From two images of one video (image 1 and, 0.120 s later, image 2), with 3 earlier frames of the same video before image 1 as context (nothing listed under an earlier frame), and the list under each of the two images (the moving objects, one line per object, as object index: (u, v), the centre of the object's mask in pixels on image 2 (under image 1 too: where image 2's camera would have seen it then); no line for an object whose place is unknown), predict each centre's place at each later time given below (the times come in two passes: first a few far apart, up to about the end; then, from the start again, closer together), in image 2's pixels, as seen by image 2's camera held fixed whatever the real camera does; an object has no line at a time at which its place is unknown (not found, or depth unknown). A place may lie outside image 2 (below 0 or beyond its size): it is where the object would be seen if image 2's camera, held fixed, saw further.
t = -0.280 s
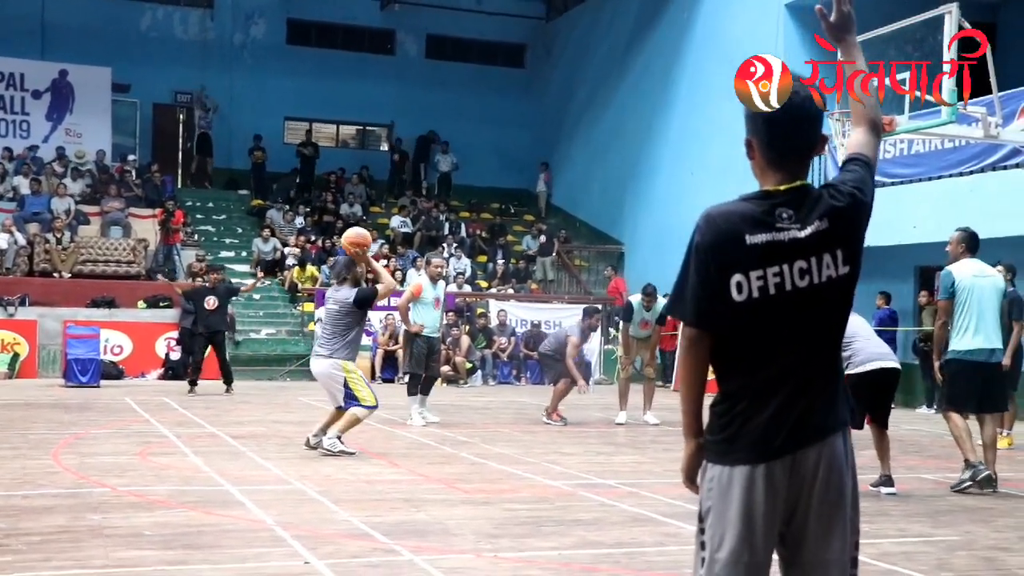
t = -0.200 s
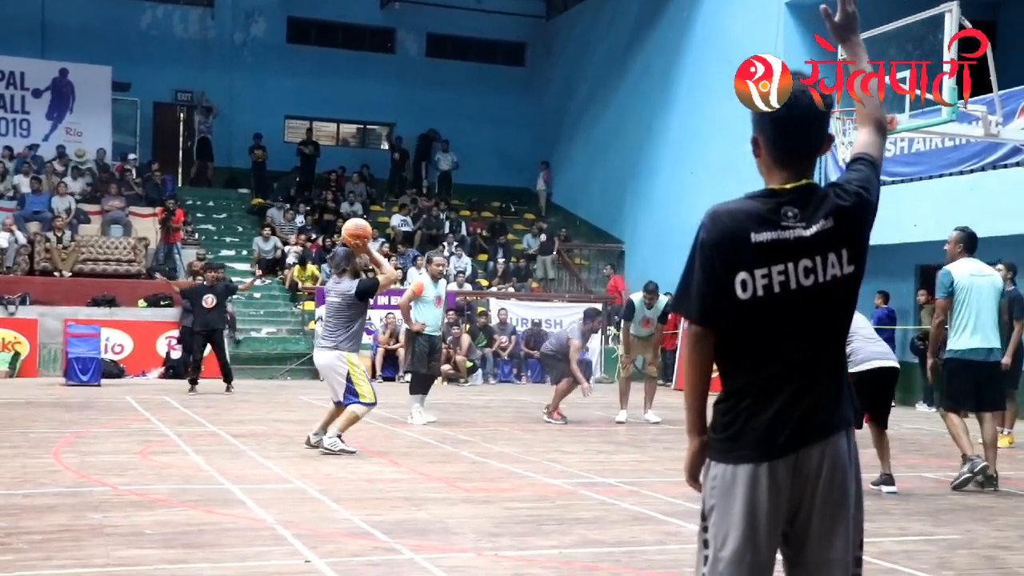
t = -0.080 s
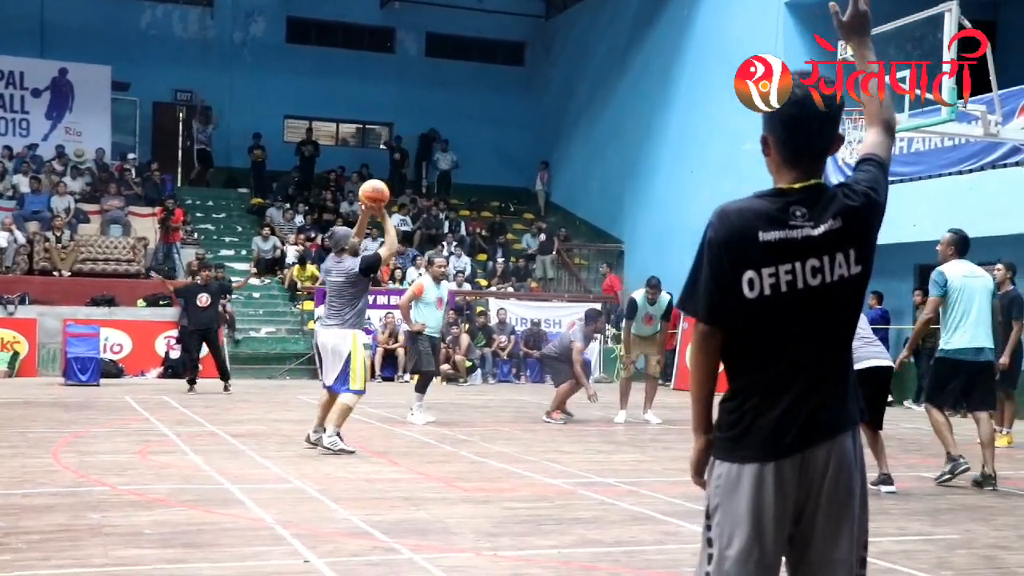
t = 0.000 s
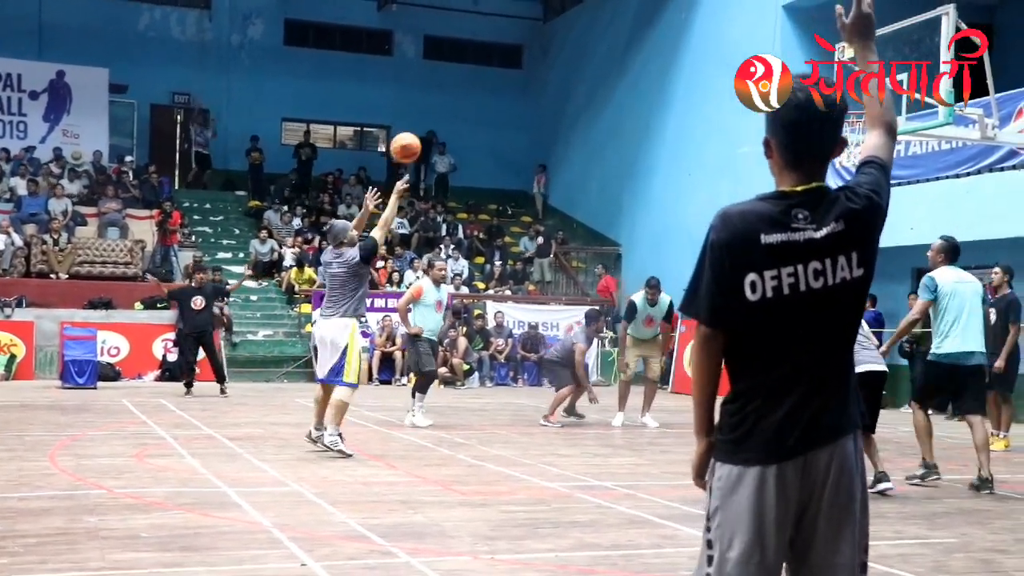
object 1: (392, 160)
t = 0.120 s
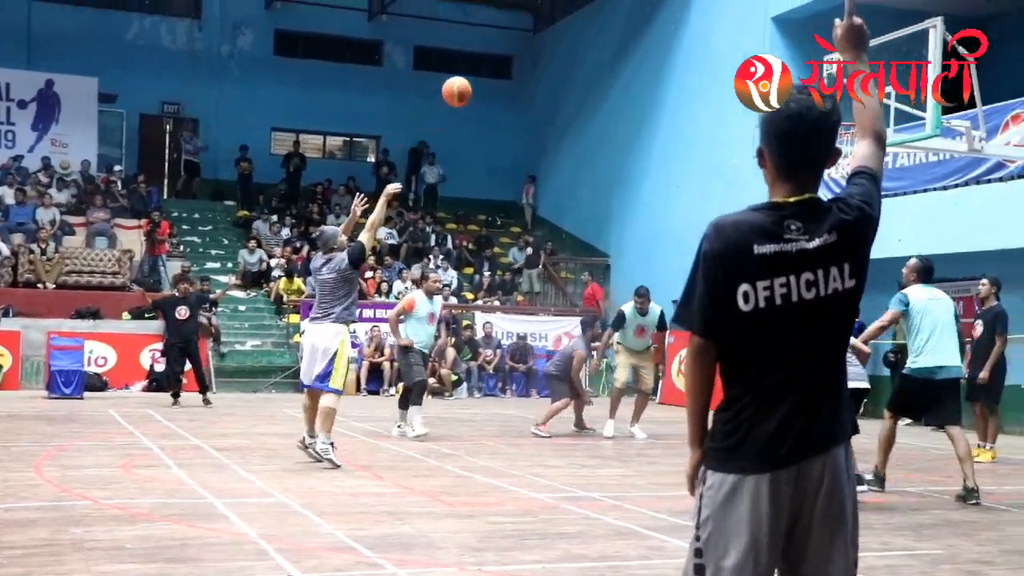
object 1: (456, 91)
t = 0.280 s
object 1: (534, 33)
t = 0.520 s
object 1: (641, 5)
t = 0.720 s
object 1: (722, 26)
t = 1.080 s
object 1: (835, 103)
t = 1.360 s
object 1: (868, 116)
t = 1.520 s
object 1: (860, 113)
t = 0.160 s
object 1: (476, 74)
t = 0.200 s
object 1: (496, 58)
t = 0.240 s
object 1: (515, 45)
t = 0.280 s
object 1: (534, 33)
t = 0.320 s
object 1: (553, 23)
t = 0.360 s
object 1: (571, 16)
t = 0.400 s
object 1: (589, 10)
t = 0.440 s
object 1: (606, 6)
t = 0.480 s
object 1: (624, 4)
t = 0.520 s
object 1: (641, 5)
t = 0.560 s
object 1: (657, 6)
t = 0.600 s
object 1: (674, 7)
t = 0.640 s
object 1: (690, 12)
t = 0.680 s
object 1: (707, 18)
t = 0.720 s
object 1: (722, 26)
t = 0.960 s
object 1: (815, 107)
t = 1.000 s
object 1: (823, 112)
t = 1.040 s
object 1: (829, 106)
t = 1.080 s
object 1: (835, 103)
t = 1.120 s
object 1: (841, 100)
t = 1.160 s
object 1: (847, 98)
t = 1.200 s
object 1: (853, 100)
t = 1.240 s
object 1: (858, 103)
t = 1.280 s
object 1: (863, 108)
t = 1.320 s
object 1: (868, 113)
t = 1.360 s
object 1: (868, 116)
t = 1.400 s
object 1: (866, 113)
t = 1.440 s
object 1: (864, 112)
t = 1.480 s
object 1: (863, 112)
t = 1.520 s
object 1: (860, 113)
